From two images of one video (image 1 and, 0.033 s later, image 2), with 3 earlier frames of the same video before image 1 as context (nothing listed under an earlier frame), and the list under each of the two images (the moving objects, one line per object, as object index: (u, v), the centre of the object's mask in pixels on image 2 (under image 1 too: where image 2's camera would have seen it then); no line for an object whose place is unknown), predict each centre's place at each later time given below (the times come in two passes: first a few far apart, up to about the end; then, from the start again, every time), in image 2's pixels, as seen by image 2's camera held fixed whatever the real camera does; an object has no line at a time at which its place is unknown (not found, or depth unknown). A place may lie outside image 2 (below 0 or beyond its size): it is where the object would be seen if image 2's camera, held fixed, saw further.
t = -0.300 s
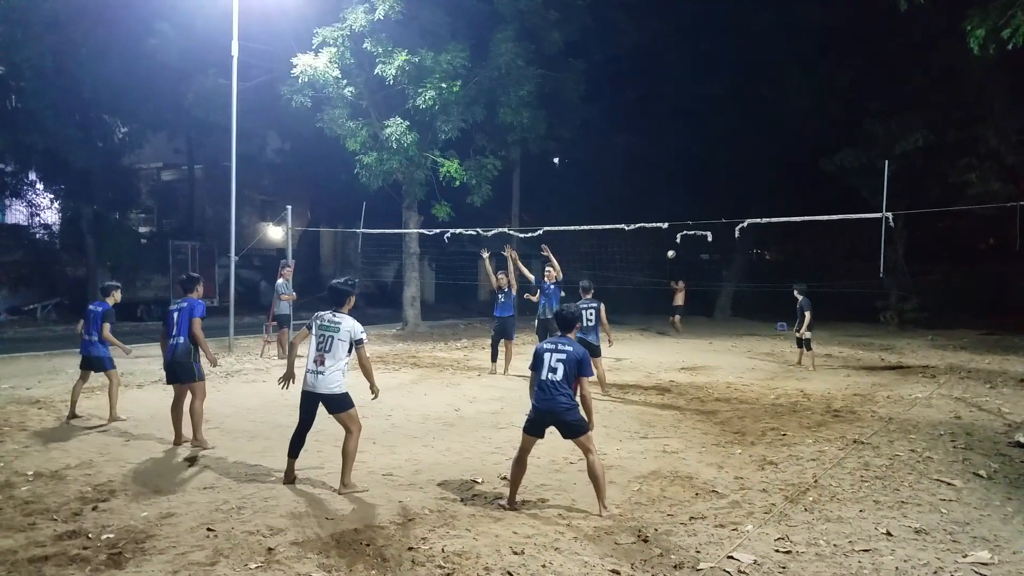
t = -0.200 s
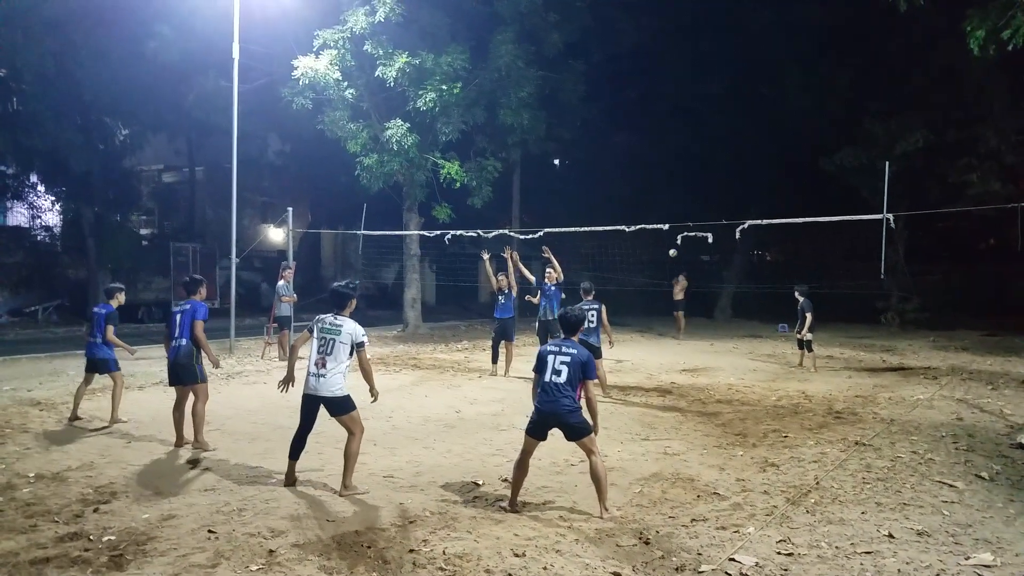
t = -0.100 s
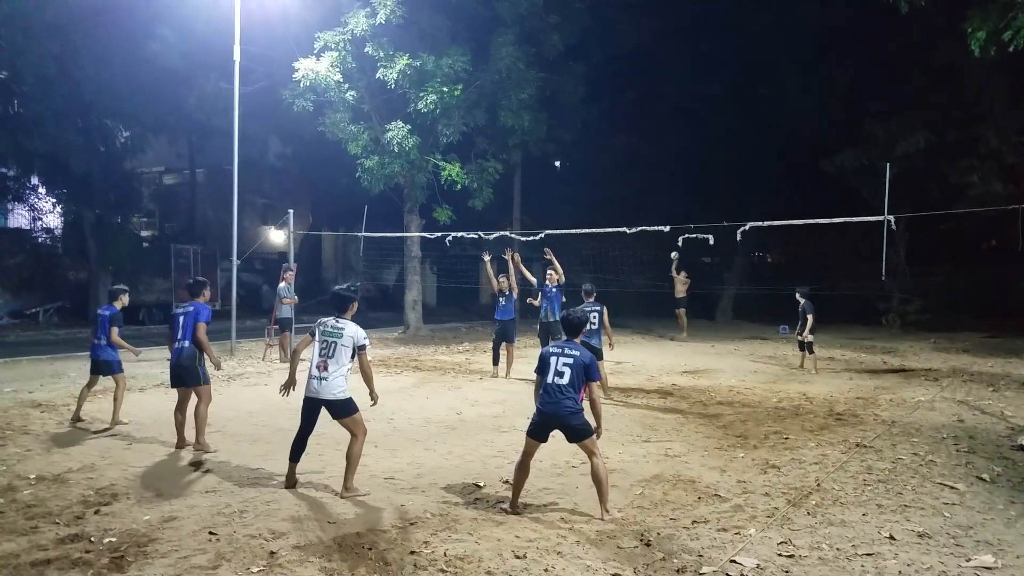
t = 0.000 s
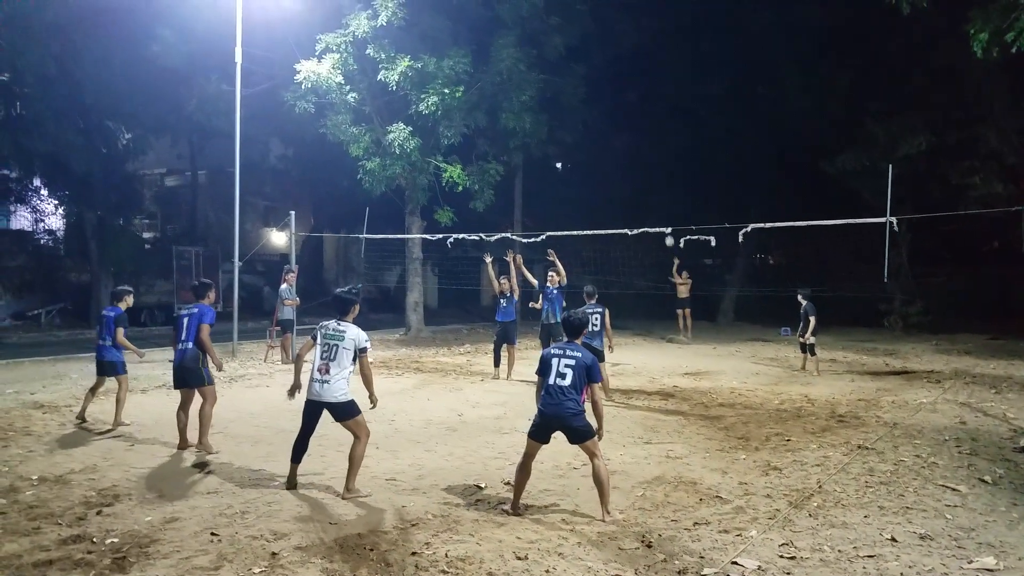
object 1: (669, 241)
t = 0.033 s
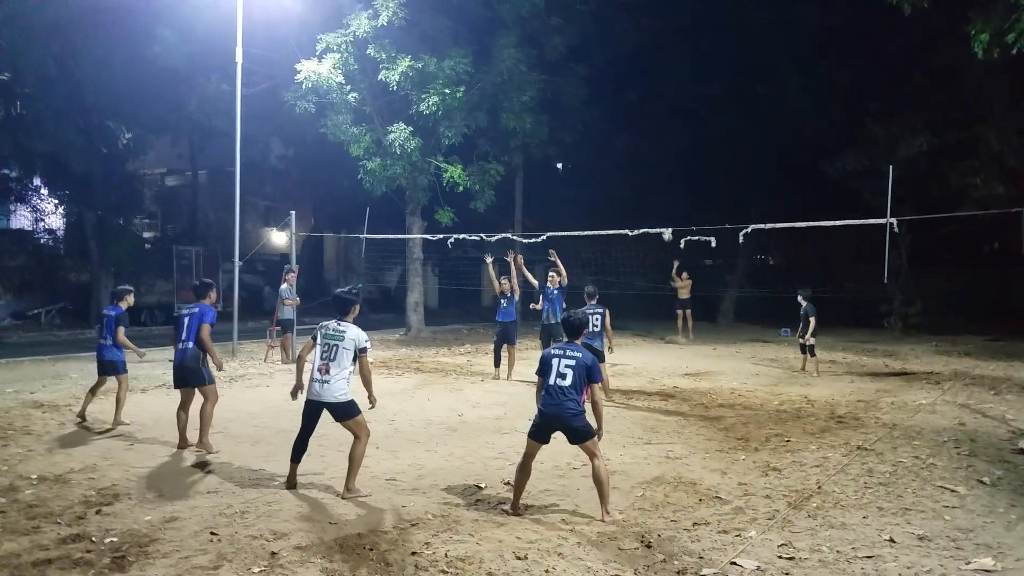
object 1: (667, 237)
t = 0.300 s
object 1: (639, 210)
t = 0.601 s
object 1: (595, 208)
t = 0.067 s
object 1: (666, 231)
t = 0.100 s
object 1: (665, 227)
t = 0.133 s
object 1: (662, 224)
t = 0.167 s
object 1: (659, 221)
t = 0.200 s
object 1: (654, 218)
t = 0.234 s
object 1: (649, 216)
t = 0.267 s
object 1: (644, 213)
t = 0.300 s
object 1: (639, 210)
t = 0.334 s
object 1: (635, 208)
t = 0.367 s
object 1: (631, 206)
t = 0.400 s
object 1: (628, 204)
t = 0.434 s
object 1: (623, 204)
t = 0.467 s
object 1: (618, 204)
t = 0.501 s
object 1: (613, 203)
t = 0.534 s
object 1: (607, 204)
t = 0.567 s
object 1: (601, 205)
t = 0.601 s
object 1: (595, 208)
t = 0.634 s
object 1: (588, 212)
